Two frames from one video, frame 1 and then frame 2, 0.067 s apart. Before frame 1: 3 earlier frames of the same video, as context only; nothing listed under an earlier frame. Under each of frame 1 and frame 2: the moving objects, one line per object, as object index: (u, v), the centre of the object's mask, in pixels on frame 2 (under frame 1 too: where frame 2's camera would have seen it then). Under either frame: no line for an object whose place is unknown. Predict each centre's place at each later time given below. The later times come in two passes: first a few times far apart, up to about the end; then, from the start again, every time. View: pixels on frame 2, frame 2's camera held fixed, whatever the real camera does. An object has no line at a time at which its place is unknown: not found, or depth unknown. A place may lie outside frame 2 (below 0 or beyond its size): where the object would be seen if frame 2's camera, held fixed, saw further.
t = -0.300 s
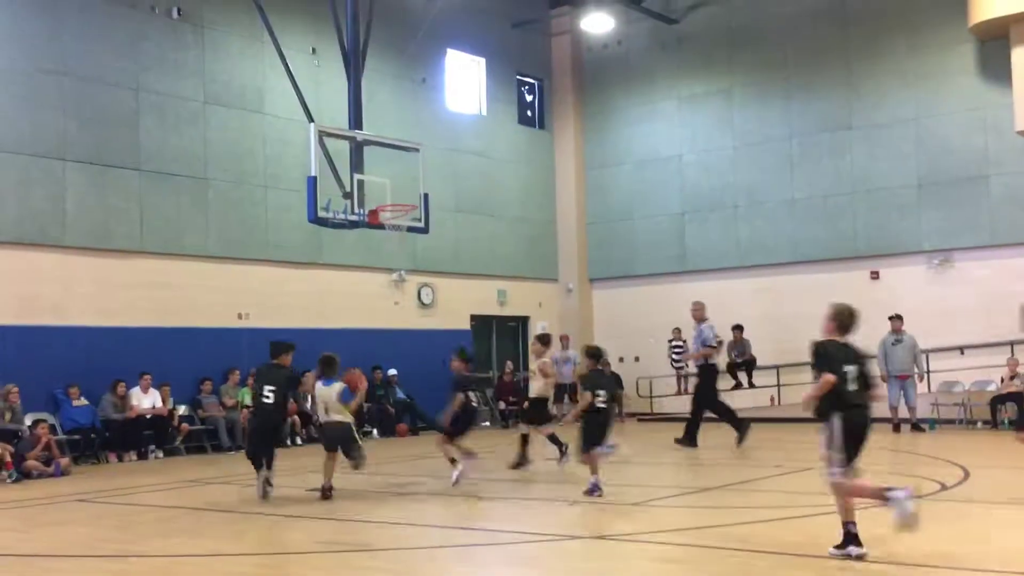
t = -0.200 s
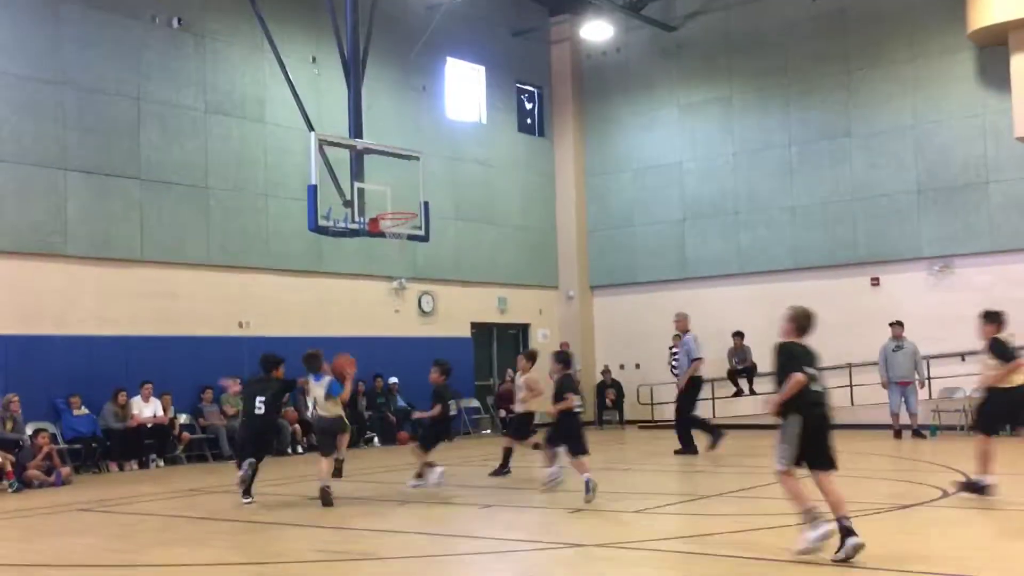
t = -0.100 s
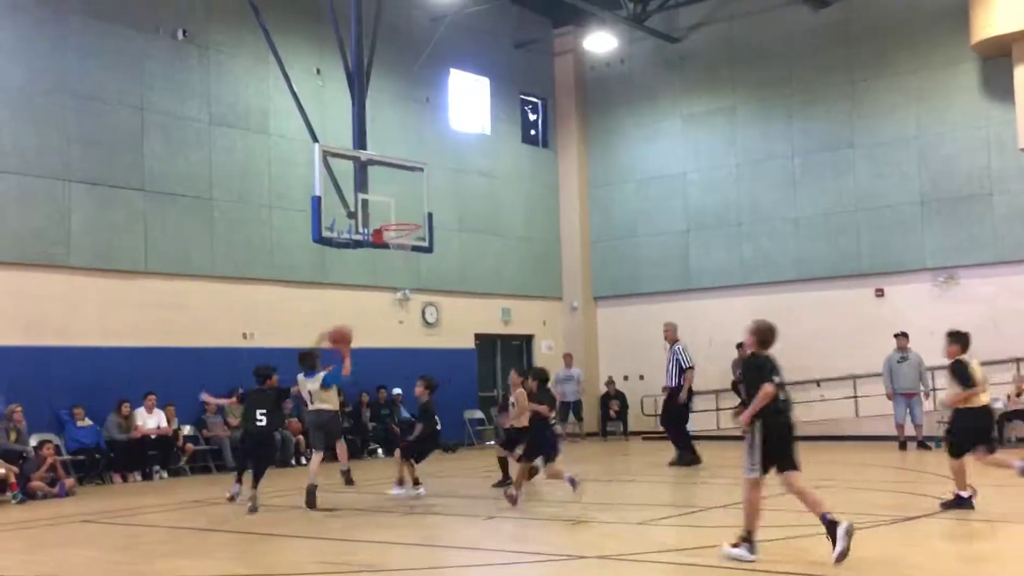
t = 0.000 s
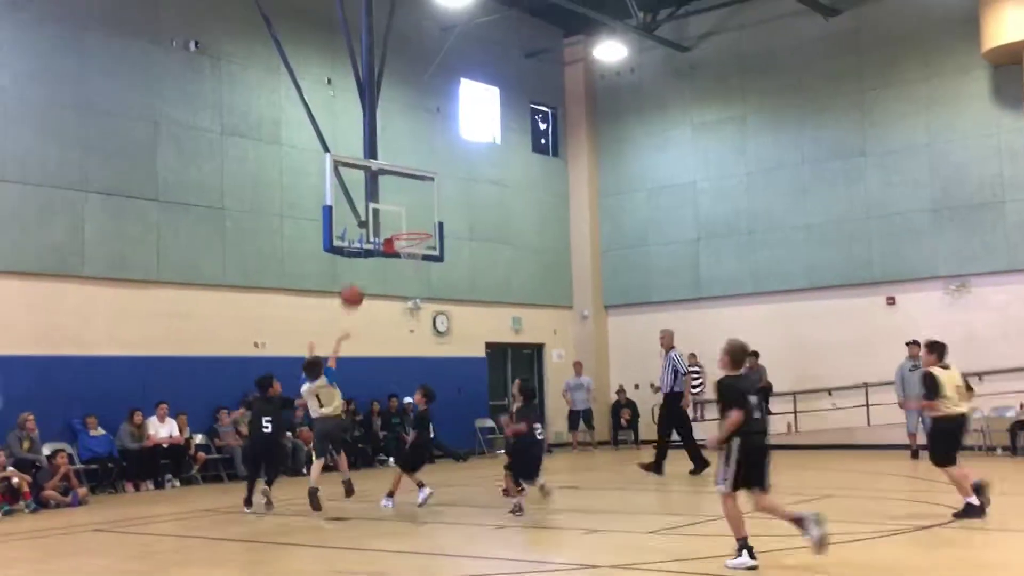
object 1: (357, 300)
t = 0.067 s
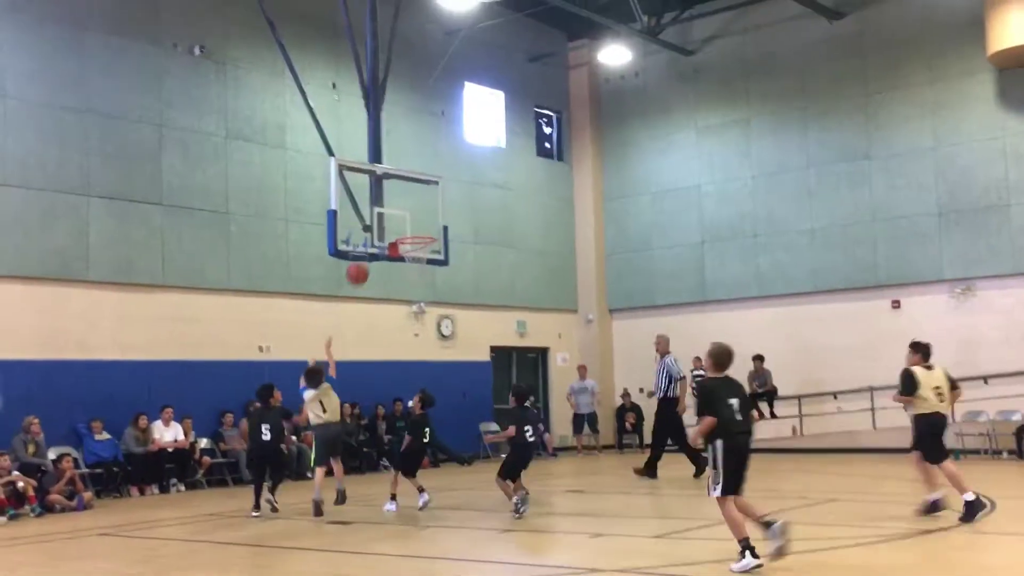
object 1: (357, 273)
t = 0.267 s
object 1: (360, 223)
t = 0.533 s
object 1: (393, 215)
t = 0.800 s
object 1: (453, 245)
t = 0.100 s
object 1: (358, 262)
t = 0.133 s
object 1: (357, 252)
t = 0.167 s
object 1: (358, 243)
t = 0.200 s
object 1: (360, 235)
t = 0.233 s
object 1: (359, 229)
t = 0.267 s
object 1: (360, 223)
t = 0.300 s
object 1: (361, 220)
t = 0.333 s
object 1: (361, 215)
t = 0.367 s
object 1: (361, 213)
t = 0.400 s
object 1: (362, 212)
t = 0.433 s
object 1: (369, 211)
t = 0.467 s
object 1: (378, 213)
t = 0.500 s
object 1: (386, 213)
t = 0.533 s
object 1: (393, 215)
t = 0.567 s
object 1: (401, 219)
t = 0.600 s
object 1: (411, 223)
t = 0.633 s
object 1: (419, 228)
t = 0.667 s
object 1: (425, 231)
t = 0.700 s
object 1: (432, 233)
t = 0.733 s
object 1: (439, 236)
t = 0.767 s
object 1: (445, 239)
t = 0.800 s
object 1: (453, 245)
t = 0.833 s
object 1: (460, 252)
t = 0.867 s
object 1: (466, 259)
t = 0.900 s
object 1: (473, 268)
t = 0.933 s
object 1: (480, 277)
